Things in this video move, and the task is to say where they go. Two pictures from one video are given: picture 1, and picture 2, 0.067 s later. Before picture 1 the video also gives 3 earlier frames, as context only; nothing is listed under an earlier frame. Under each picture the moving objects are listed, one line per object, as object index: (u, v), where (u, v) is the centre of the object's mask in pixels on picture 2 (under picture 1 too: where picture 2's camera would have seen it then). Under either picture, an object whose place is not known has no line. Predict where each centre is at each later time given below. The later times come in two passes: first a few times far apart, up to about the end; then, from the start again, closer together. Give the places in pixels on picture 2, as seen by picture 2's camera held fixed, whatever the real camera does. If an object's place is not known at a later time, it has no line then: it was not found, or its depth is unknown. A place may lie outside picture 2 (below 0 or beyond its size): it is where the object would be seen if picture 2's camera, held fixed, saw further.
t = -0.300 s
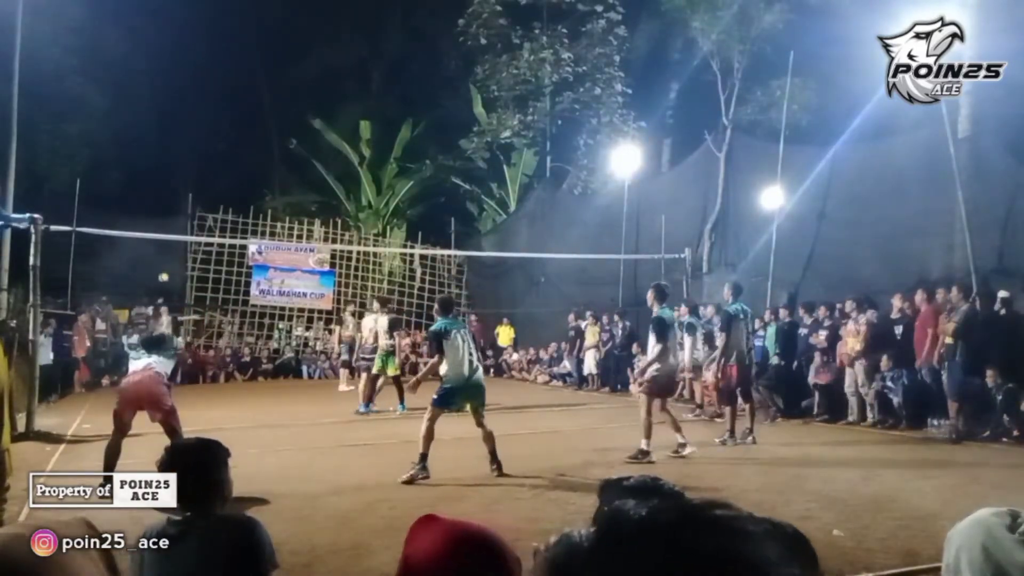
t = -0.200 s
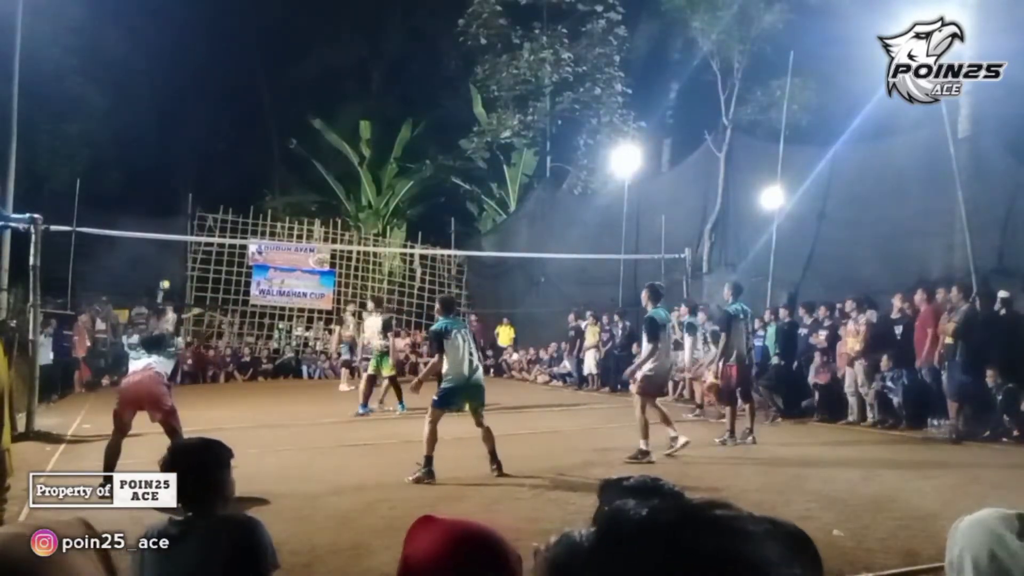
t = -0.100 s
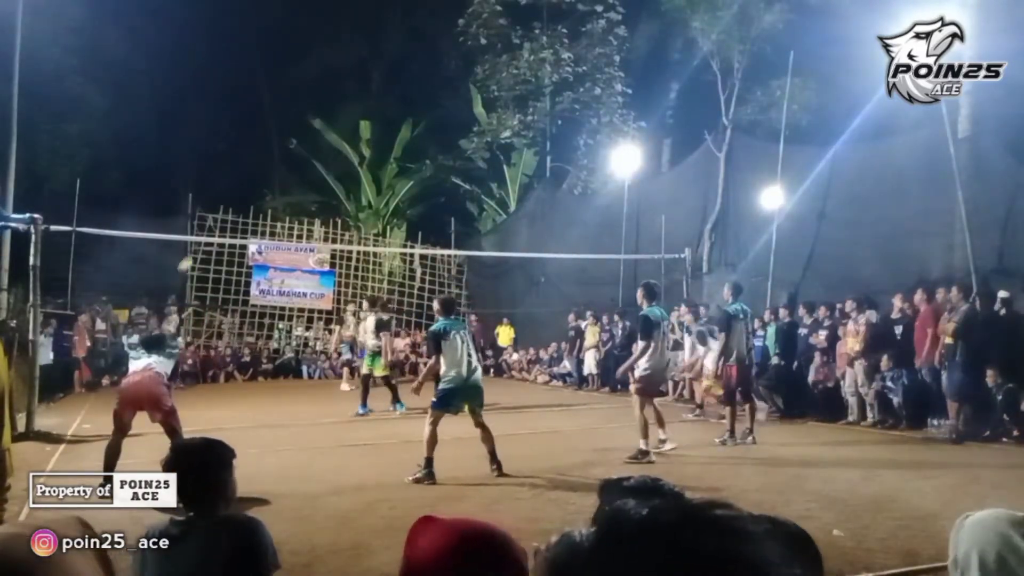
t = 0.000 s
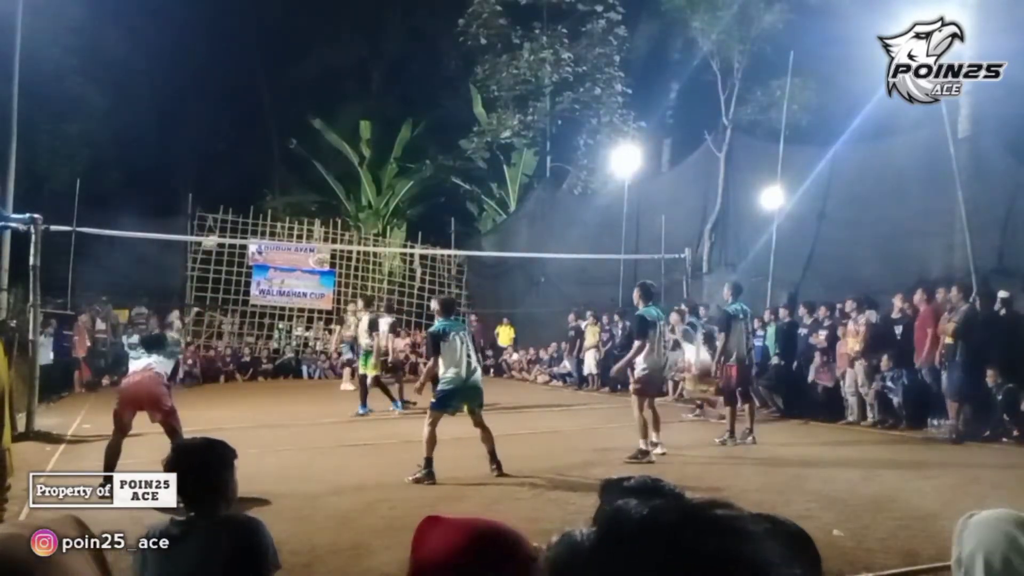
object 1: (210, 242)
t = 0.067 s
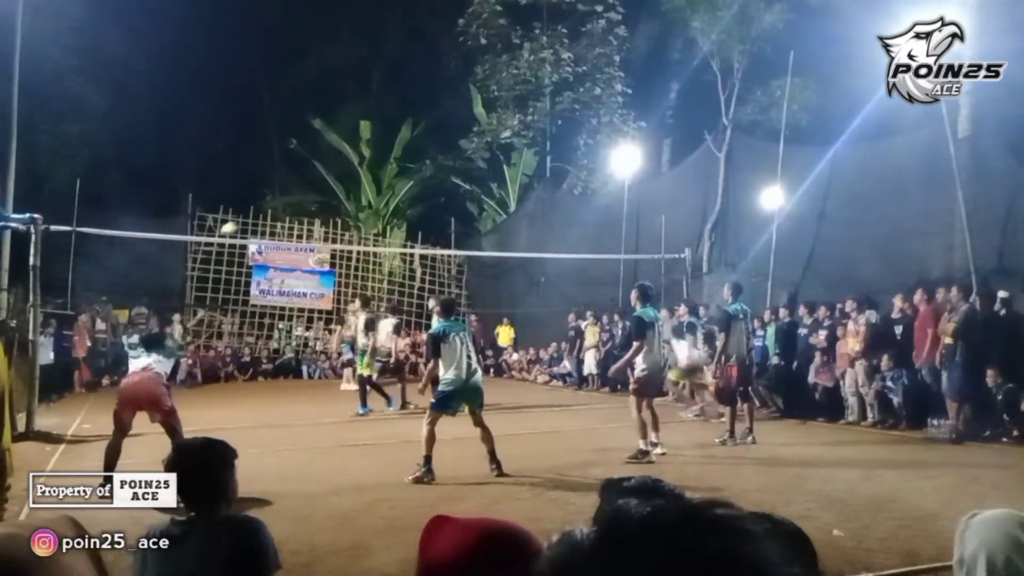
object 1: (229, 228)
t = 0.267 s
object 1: (290, 204)
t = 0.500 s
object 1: (371, 205)
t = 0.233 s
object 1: (279, 206)
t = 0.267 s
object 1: (290, 204)
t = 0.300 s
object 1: (302, 202)
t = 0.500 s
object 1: (371, 205)
